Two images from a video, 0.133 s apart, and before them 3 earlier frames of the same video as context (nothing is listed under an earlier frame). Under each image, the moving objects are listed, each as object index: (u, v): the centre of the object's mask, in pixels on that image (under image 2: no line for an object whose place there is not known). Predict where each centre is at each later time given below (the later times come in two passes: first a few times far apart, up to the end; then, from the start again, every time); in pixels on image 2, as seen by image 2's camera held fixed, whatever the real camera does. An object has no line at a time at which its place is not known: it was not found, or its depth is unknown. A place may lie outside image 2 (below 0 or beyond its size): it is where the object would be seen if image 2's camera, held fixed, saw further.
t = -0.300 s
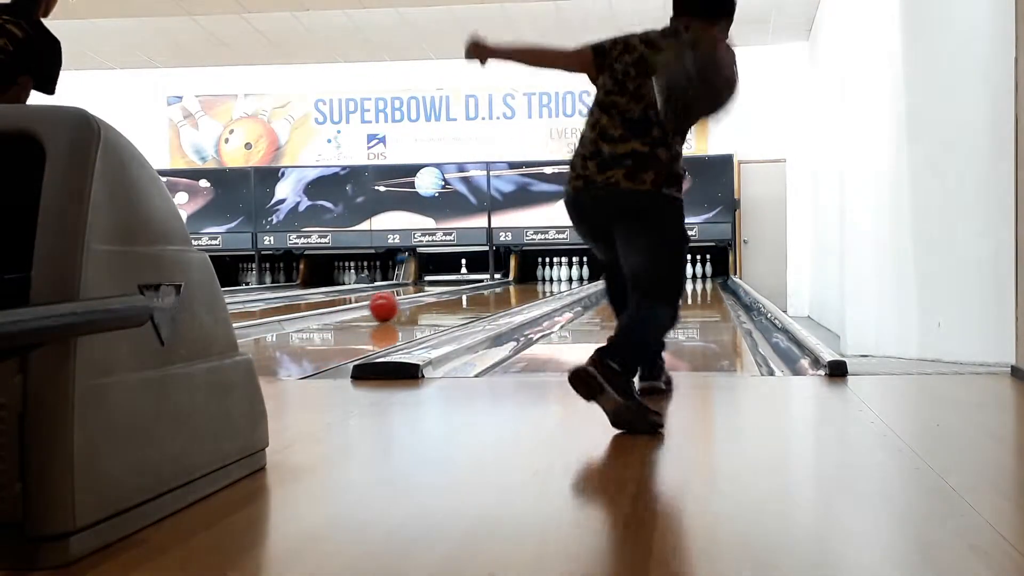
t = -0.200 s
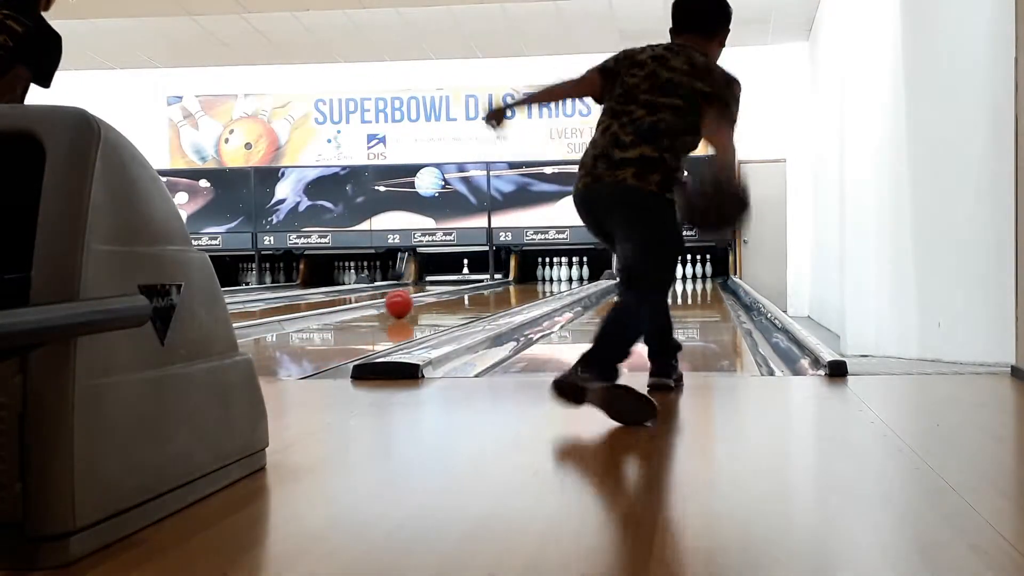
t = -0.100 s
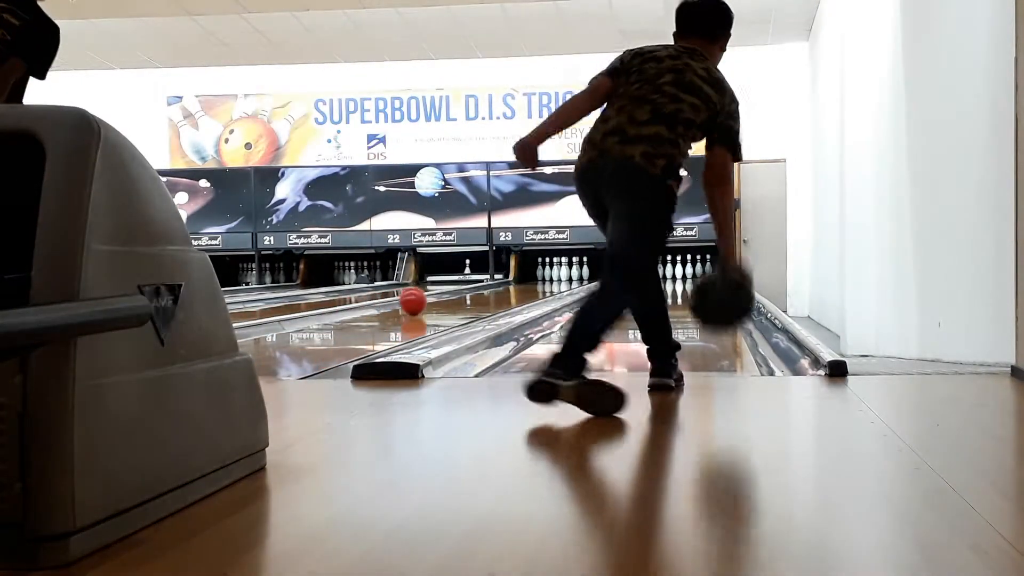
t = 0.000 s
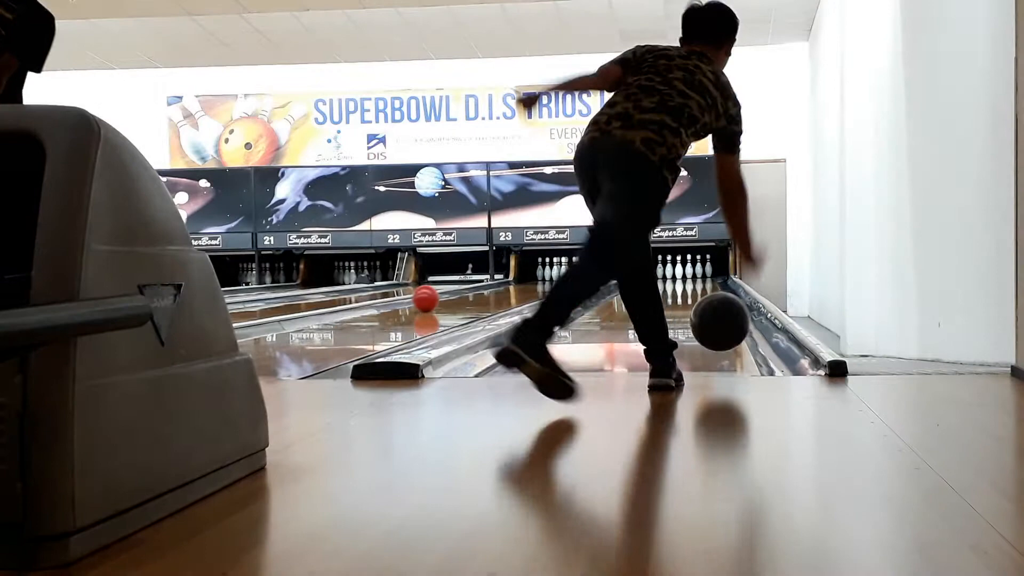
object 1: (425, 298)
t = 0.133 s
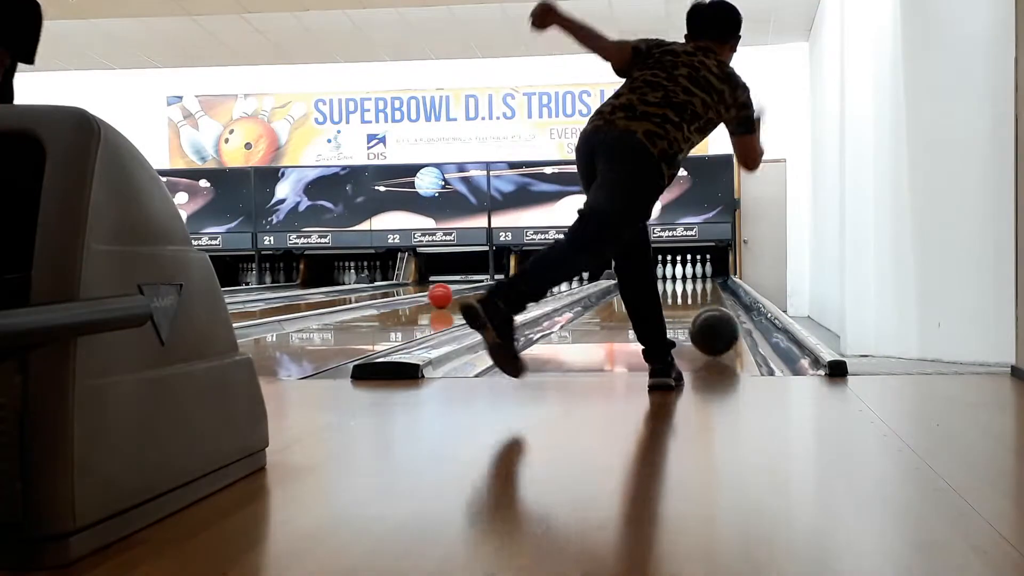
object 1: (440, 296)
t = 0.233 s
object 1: (451, 294)
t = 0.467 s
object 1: (471, 290)
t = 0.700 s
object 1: (489, 287)
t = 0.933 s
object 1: (504, 284)
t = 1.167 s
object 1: (517, 282)
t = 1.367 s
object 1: (526, 280)
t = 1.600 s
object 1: (533, 276)
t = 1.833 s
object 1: (538, 274)
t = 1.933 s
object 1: (543, 274)
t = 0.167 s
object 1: (444, 295)
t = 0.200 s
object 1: (447, 294)
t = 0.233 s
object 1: (451, 294)
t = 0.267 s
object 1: (454, 293)
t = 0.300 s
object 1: (457, 293)
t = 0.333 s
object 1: (460, 292)
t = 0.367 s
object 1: (463, 291)
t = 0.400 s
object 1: (466, 291)
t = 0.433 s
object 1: (468, 290)
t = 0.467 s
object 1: (471, 290)
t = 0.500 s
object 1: (474, 289)
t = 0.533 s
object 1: (477, 289)
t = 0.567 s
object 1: (480, 289)
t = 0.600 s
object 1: (482, 288)
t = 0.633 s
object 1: (484, 288)
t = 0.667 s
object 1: (487, 287)
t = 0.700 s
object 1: (489, 287)
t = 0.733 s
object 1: (492, 286)
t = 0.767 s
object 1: (494, 286)
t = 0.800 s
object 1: (496, 286)
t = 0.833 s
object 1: (498, 285)
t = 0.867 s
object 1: (500, 285)
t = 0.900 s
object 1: (502, 285)
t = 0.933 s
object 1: (504, 284)
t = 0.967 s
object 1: (506, 284)
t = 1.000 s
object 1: (508, 284)
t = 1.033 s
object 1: (510, 283)
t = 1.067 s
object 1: (511, 283)
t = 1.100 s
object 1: (513, 283)
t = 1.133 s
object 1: (515, 282)
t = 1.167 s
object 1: (517, 282)
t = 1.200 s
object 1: (518, 282)
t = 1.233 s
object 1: (520, 282)
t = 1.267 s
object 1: (521, 282)
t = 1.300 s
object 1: (523, 281)
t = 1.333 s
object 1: (524, 281)
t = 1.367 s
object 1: (526, 280)
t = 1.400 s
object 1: (527, 280)
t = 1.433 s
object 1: (528, 279)
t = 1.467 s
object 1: (529, 279)
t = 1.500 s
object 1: (530, 279)
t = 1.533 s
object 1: (531, 278)
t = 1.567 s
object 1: (532, 277)
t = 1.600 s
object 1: (533, 276)
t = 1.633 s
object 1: (534, 276)
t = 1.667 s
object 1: (534, 276)
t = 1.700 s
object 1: (535, 275)
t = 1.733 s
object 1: (536, 275)
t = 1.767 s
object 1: (537, 274)
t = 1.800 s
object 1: (538, 274)
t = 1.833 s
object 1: (538, 274)
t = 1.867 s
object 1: (540, 273)
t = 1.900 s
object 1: (541, 274)
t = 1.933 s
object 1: (543, 274)
